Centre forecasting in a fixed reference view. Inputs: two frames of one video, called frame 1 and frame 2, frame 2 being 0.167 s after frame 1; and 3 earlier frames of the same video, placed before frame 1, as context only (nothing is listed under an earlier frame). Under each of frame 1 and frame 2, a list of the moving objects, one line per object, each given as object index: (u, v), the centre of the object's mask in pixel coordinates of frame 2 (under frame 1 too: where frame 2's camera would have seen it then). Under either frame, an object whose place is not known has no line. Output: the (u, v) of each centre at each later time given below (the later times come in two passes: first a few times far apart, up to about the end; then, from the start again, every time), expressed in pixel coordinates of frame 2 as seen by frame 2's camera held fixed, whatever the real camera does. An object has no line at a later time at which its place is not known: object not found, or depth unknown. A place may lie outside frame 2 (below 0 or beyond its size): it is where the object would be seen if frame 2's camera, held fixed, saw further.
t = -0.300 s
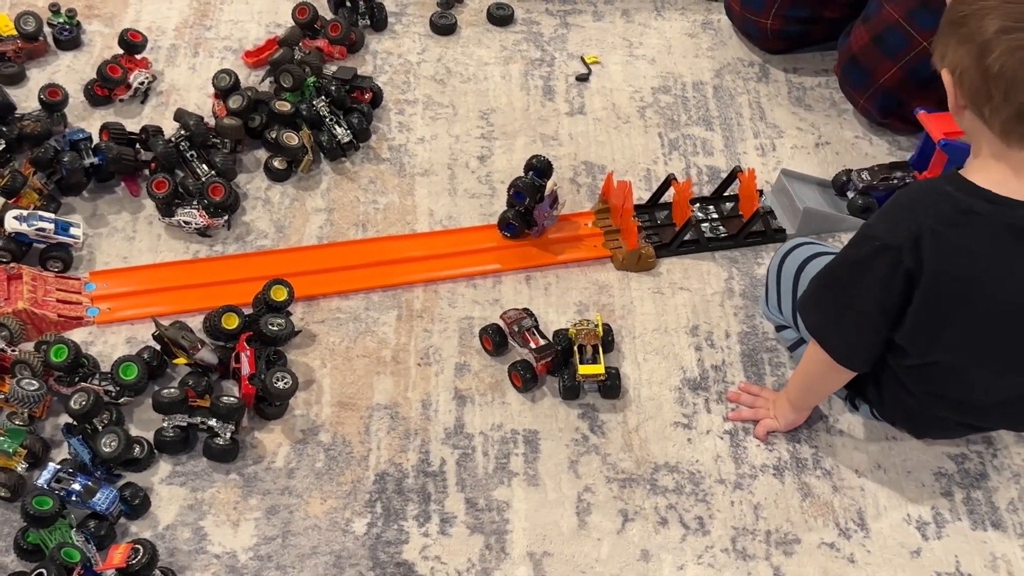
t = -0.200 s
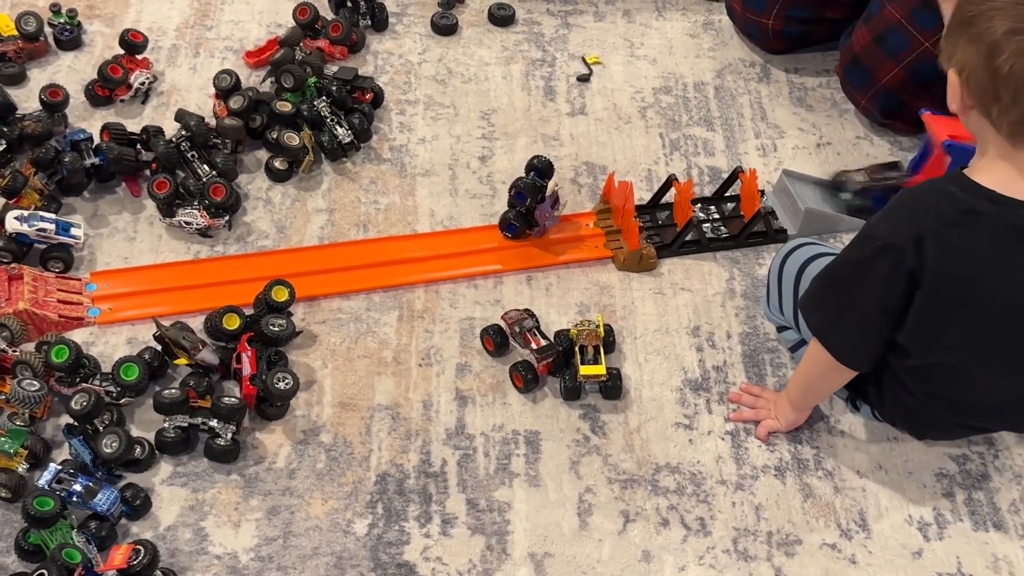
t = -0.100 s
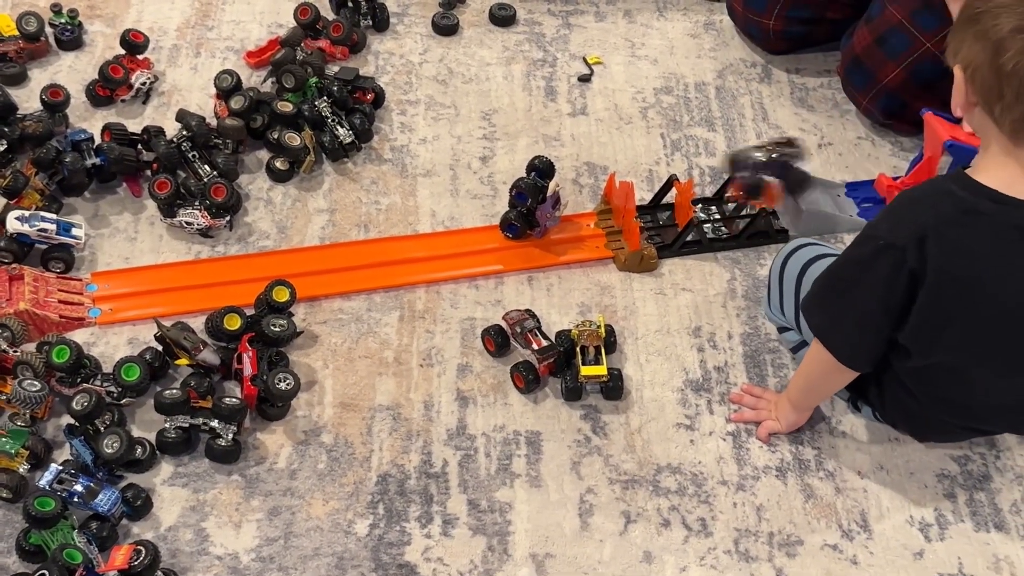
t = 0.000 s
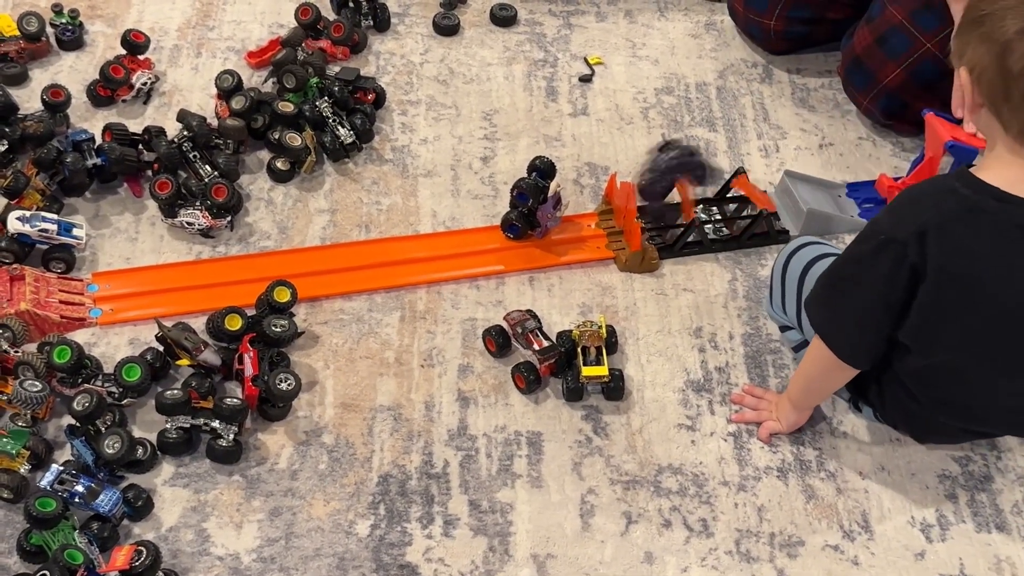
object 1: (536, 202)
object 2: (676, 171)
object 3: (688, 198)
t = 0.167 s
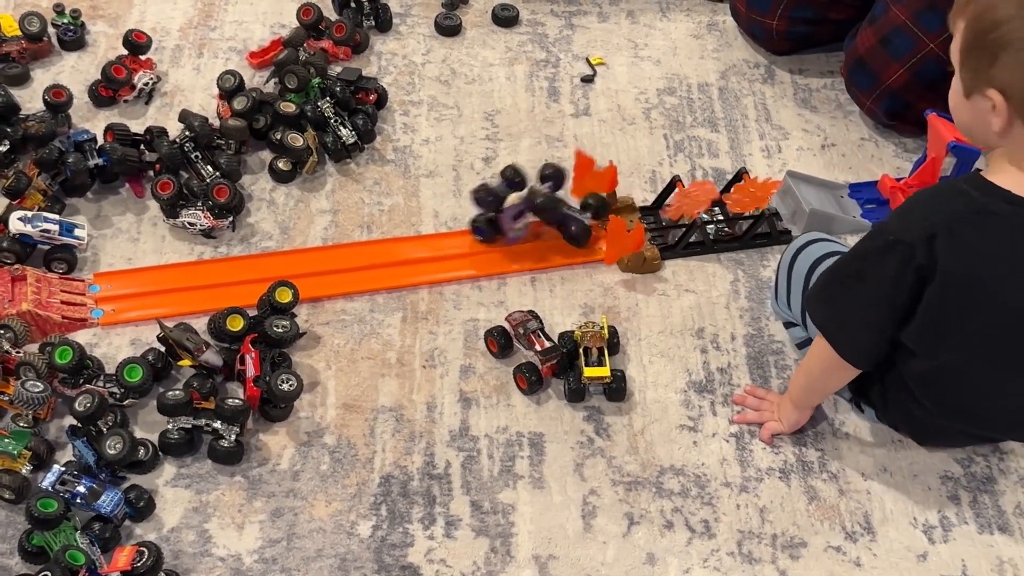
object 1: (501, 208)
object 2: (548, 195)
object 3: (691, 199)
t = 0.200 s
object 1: (489, 213)
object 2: (537, 198)
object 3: (690, 198)
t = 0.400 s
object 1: (437, 223)
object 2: (515, 221)
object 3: (686, 204)
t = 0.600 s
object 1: (422, 248)
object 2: (513, 218)
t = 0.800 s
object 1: (415, 270)
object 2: (512, 225)
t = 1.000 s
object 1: (417, 272)
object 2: (512, 225)
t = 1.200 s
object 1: (417, 272)
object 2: (512, 225)
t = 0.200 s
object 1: (489, 213)
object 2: (537, 198)
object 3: (690, 198)
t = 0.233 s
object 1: (477, 216)
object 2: (530, 206)
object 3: (688, 197)
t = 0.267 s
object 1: (466, 219)
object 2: (537, 211)
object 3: (686, 199)
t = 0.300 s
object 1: (457, 221)
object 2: (532, 215)
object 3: (683, 199)
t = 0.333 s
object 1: (449, 222)
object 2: (524, 214)
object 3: (683, 202)
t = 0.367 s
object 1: (442, 223)
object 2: (515, 216)
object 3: (684, 204)
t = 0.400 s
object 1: (437, 223)
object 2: (515, 221)
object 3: (686, 204)
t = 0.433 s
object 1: (433, 225)
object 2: (516, 217)
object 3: (687, 200)
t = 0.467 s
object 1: (432, 228)
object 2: (515, 217)
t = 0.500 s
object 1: (428, 230)
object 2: (515, 218)
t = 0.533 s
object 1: (426, 236)
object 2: (513, 218)
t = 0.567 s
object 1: (424, 245)
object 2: (513, 218)
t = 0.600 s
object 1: (422, 248)
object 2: (513, 218)
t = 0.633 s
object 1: (420, 253)
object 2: (513, 218)
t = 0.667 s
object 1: (418, 258)
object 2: (512, 225)
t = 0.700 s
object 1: (417, 262)
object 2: (512, 225)
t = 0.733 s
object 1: (415, 265)
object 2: (512, 225)
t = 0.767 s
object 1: (415, 267)
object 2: (512, 225)
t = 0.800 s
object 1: (415, 270)
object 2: (512, 225)
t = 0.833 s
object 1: (415, 270)
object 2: (512, 225)
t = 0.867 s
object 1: (417, 271)
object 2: (512, 225)
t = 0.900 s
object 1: (417, 271)
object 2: (513, 225)
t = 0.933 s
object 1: (417, 272)
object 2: (512, 225)
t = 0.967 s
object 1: (417, 272)
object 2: (512, 225)
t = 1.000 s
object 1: (417, 272)
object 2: (512, 225)
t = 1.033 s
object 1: (417, 272)
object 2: (512, 225)
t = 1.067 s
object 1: (418, 272)
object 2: (512, 225)
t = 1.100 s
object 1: (418, 272)
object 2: (512, 225)
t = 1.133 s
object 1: (418, 272)
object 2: (512, 225)
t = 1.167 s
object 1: (418, 272)
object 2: (512, 225)
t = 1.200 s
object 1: (417, 272)
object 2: (512, 225)
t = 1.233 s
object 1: (418, 272)
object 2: (512, 226)
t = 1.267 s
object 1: (418, 272)
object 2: (512, 226)
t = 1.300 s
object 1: (417, 272)
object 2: (512, 225)
